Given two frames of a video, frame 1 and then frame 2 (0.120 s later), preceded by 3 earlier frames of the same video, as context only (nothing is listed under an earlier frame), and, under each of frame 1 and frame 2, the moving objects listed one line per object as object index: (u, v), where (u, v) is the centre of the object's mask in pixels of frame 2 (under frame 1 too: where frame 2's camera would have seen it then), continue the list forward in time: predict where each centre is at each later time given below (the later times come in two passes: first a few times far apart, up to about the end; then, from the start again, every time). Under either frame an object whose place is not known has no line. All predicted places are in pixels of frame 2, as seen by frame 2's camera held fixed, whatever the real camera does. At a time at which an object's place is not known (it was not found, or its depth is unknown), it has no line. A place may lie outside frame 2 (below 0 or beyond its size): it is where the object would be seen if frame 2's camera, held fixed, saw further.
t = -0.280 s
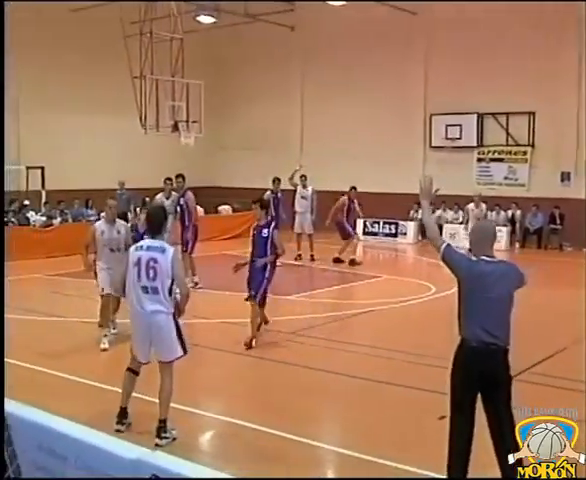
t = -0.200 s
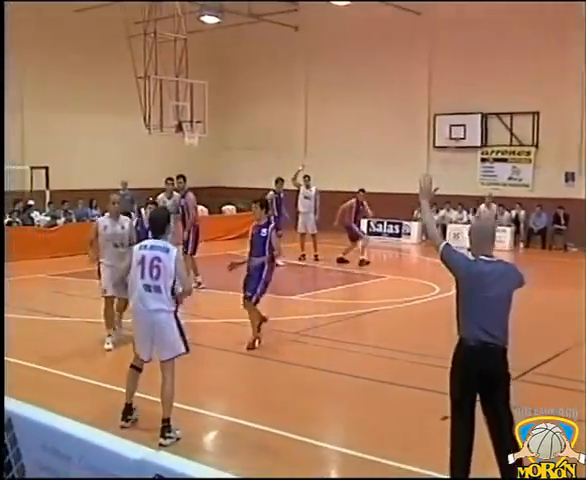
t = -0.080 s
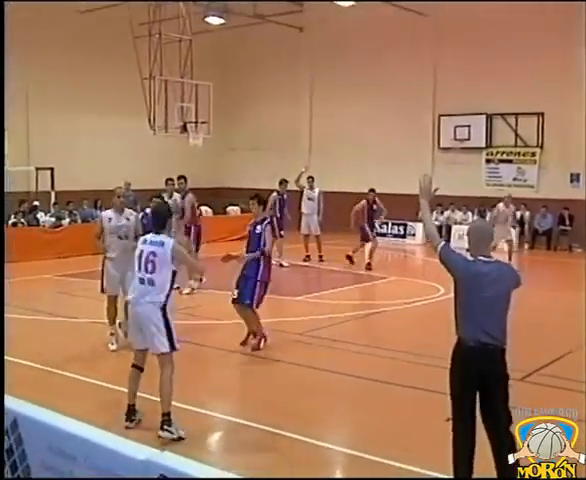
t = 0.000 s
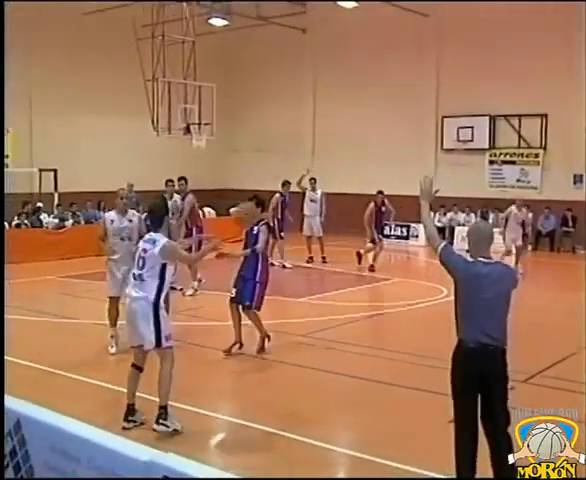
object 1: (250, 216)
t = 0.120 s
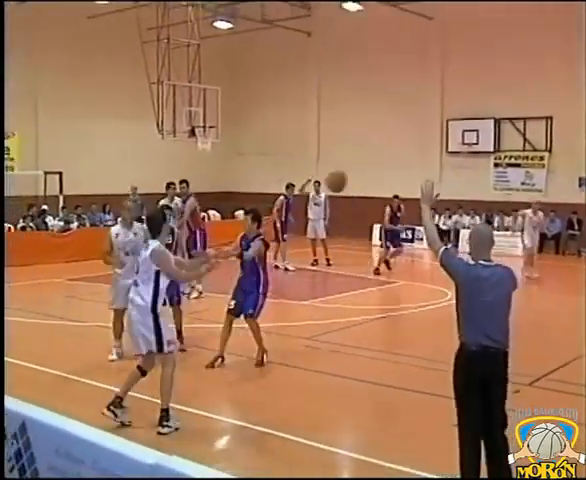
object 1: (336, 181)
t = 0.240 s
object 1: (404, 164)
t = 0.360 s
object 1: (454, 162)
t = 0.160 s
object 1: (361, 174)
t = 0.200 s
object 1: (383, 168)
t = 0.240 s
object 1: (404, 164)
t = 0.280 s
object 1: (422, 162)
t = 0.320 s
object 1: (439, 161)
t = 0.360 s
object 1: (454, 162)
